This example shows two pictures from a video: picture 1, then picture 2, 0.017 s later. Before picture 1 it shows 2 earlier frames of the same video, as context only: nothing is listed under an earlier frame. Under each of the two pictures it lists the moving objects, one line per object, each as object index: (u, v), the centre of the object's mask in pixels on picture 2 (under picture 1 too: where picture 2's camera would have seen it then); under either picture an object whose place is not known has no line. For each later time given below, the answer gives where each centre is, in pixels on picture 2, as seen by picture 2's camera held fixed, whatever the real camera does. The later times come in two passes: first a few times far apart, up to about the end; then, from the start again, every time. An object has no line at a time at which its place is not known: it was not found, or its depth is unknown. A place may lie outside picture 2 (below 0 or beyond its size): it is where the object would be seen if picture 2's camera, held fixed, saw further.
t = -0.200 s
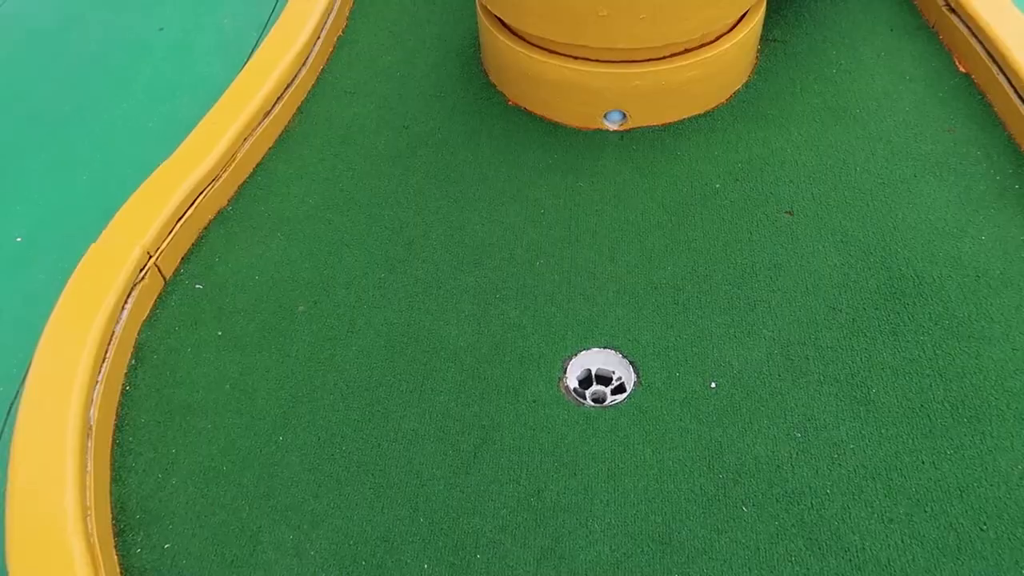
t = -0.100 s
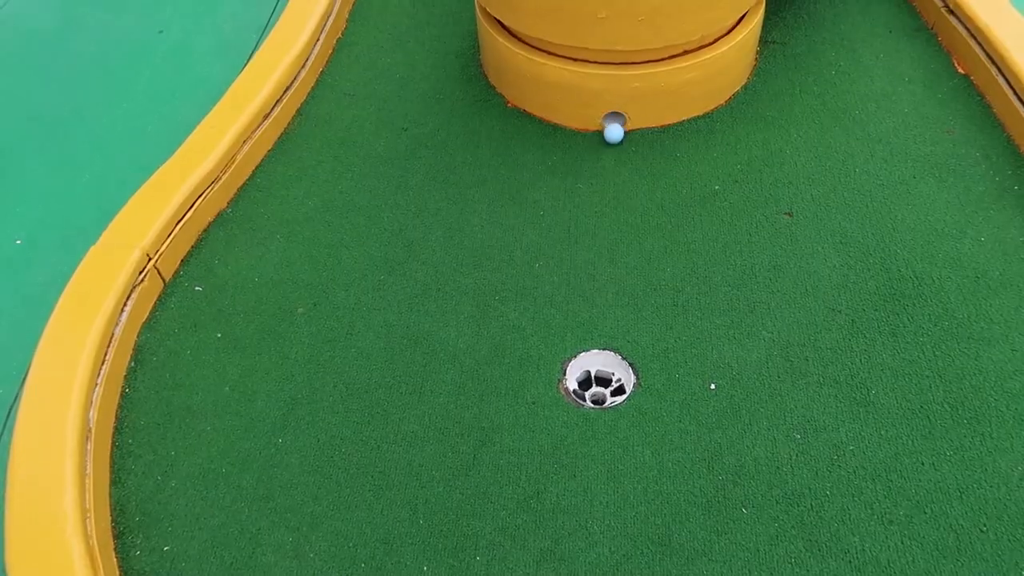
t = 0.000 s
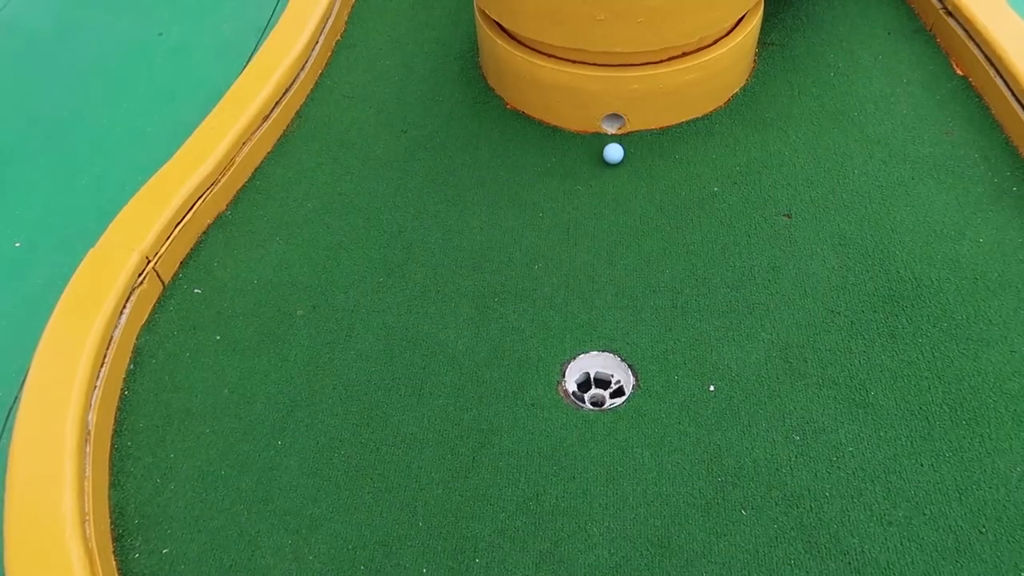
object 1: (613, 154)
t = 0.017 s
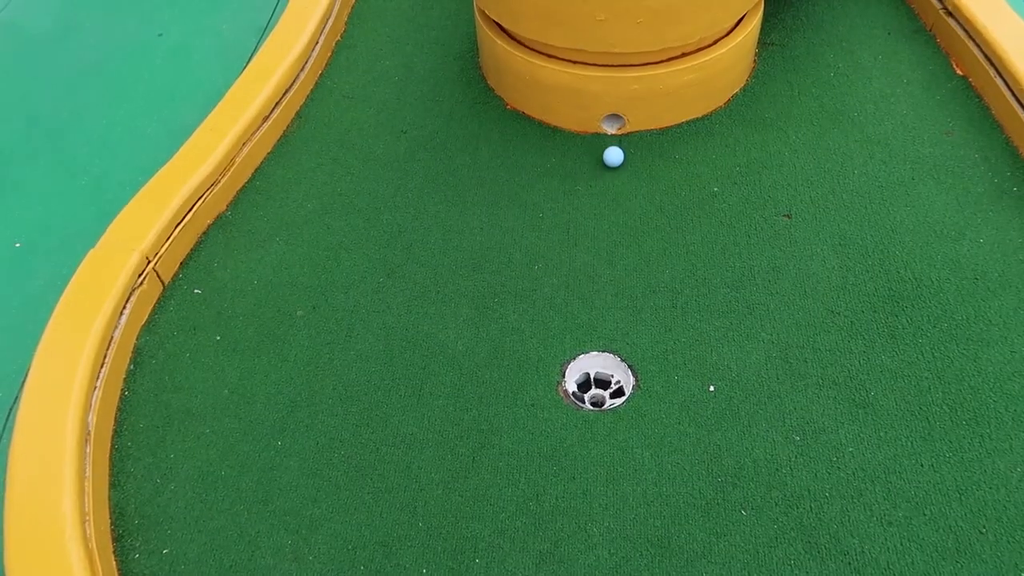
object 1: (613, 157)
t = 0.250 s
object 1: (611, 198)
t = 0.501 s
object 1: (603, 239)
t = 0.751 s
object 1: (599, 275)
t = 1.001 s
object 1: (612, 313)
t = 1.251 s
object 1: (631, 352)
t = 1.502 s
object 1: (627, 389)
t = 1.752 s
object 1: (614, 411)
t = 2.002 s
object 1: (603, 430)
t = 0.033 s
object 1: (613, 160)
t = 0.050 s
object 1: (613, 163)
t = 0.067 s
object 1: (613, 166)
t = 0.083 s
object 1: (613, 169)
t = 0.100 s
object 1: (613, 171)
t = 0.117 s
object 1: (613, 174)
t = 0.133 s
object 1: (613, 178)
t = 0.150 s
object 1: (612, 180)
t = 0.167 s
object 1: (612, 183)
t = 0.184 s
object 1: (612, 186)
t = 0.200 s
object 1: (612, 189)
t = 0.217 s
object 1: (611, 192)
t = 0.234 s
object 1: (611, 195)
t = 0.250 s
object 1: (611, 198)
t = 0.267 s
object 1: (610, 201)
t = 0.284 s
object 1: (610, 204)
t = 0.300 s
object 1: (610, 206)
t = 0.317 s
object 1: (609, 209)
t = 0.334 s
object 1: (609, 212)
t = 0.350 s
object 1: (609, 215)
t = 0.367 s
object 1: (608, 218)
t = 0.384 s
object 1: (608, 221)
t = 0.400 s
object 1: (607, 223)
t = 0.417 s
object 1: (606, 226)
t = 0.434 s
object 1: (606, 228)
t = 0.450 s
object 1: (605, 231)
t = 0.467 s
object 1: (605, 233)
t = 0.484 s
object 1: (604, 236)
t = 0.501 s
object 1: (603, 239)
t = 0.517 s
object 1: (603, 241)
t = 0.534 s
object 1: (602, 244)
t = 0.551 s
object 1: (601, 246)
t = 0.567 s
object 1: (601, 249)
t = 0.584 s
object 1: (601, 251)
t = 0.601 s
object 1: (600, 253)
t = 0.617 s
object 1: (600, 256)
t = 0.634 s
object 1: (599, 258)
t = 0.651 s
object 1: (599, 261)
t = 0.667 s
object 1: (599, 263)
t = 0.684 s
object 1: (598, 265)
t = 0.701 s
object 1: (599, 267)
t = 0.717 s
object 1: (599, 270)
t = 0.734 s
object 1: (599, 272)
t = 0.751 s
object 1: (599, 275)
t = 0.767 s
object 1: (600, 277)
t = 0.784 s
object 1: (600, 280)
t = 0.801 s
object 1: (601, 282)
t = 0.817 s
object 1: (601, 284)
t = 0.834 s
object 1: (602, 287)
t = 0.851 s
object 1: (602, 289)
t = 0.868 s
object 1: (603, 292)
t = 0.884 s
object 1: (604, 294)
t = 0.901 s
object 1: (605, 297)
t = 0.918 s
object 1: (606, 300)
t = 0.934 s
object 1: (607, 302)
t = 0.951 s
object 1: (608, 305)
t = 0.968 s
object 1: (609, 307)
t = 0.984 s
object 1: (611, 310)
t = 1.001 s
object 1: (612, 313)
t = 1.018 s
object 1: (613, 316)
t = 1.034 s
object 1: (614, 318)
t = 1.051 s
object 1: (615, 321)
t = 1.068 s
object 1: (617, 324)
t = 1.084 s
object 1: (618, 326)
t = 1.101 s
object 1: (619, 329)
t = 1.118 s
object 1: (621, 332)
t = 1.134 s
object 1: (622, 335)
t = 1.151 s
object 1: (623, 337)
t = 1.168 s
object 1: (625, 339)
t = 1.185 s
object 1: (626, 342)
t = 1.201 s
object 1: (627, 345)
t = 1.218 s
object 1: (628, 347)
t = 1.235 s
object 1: (630, 349)
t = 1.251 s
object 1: (631, 352)
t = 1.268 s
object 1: (632, 354)
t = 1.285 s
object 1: (633, 357)
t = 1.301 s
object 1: (634, 359)
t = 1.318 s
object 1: (634, 362)
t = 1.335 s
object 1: (635, 365)
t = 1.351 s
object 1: (635, 367)
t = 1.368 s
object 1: (634, 369)
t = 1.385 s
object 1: (634, 372)
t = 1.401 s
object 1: (633, 374)
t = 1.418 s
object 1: (632, 377)
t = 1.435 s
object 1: (631, 379)
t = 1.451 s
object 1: (631, 382)
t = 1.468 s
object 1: (630, 385)
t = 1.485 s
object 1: (628, 387)
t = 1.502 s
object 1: (627, 389)
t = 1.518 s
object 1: (627, 392)
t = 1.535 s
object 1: (626, 394)
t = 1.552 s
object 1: (626, 396)
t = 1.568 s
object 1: (625, 397)
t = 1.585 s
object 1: (624, 399)
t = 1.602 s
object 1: (623, 401)
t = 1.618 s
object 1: (622, 402)
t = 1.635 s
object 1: (621, 403)
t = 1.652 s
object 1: (620, 404)
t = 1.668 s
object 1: (619, 406)
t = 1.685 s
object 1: (618, 407)
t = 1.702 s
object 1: (617, 408)
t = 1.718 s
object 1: (616, 409)
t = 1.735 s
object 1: (615, 410)
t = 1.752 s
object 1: (614, 411)
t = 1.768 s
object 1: (613, 412)
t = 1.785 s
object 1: (612, 414)
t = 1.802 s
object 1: (611, 415)
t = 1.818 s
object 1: (610, 416)
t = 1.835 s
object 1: (609, 417)
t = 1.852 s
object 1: (609, 419)
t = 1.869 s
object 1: (608, 420)
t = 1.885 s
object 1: (607, 421)
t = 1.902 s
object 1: (607, 422)
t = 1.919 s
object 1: (606, 424)
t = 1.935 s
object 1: (605, 425)
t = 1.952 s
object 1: (605, 426)
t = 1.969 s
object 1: (604, 428)
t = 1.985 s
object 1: (604, 429)
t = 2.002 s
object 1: (603, 430)
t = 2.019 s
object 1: (603, 432)
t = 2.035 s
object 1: (603, 433)
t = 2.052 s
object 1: (603, 434)
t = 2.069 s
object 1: (603, 436)
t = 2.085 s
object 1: (603, 437)
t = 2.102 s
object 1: (603, 438)
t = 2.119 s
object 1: (603, 439)
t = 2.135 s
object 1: (603, 440)
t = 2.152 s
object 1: (603, 441)
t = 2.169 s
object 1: (603, 442)
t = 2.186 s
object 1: (603, 443)
